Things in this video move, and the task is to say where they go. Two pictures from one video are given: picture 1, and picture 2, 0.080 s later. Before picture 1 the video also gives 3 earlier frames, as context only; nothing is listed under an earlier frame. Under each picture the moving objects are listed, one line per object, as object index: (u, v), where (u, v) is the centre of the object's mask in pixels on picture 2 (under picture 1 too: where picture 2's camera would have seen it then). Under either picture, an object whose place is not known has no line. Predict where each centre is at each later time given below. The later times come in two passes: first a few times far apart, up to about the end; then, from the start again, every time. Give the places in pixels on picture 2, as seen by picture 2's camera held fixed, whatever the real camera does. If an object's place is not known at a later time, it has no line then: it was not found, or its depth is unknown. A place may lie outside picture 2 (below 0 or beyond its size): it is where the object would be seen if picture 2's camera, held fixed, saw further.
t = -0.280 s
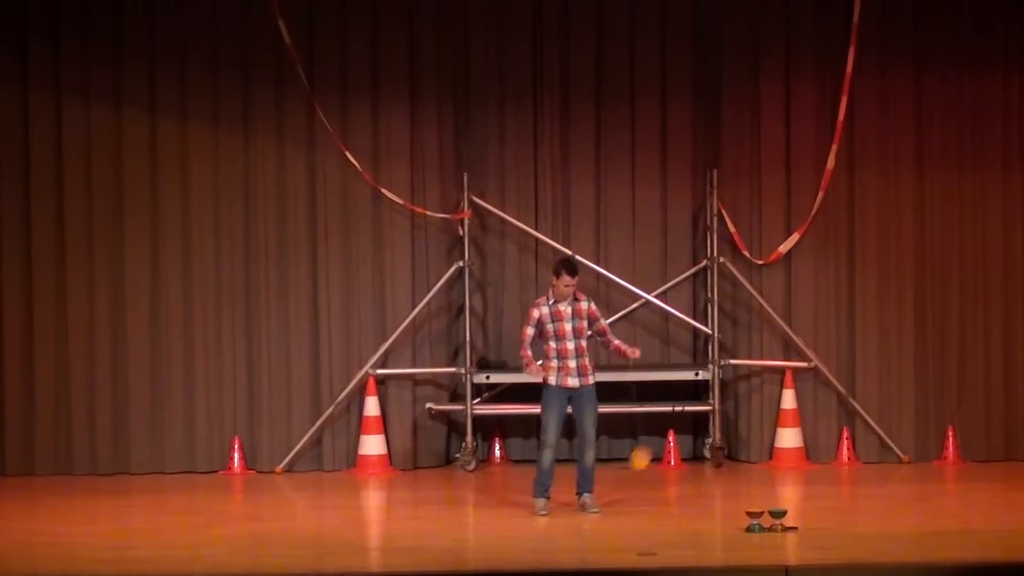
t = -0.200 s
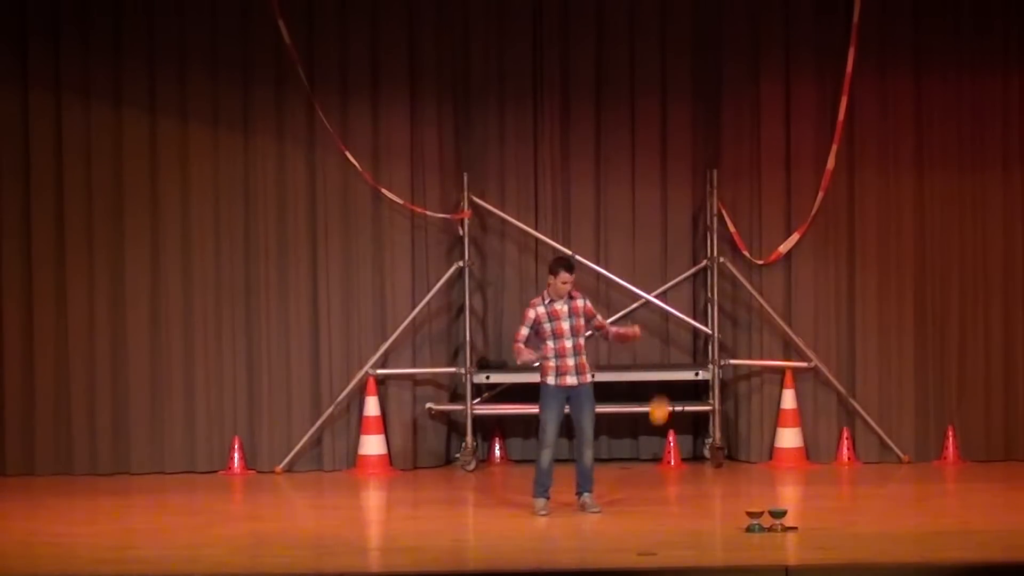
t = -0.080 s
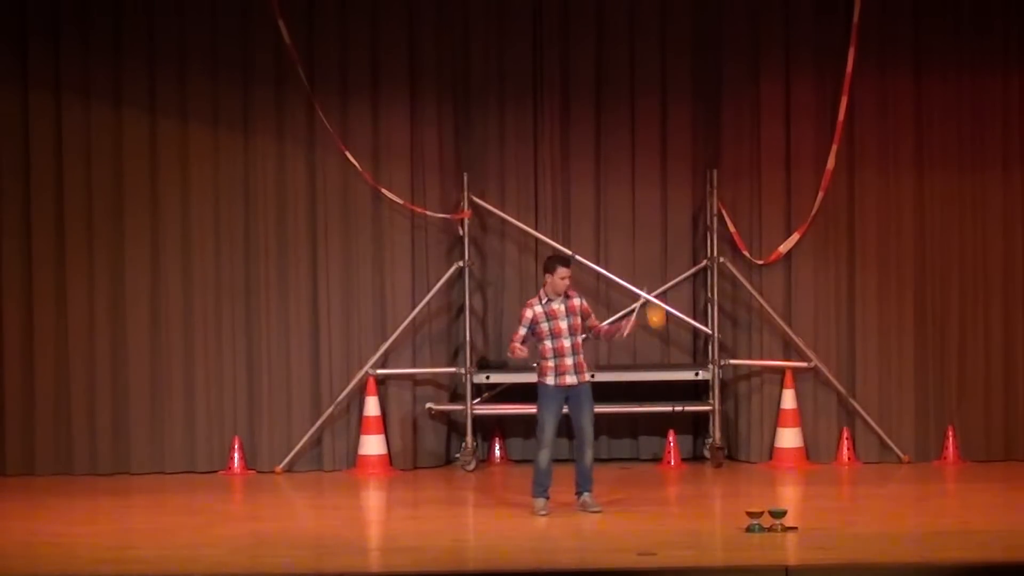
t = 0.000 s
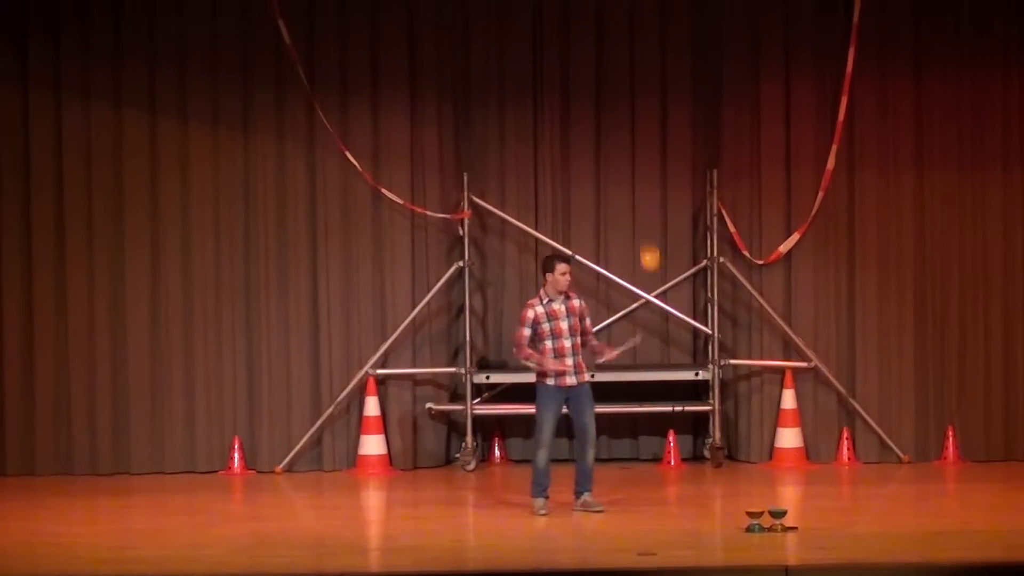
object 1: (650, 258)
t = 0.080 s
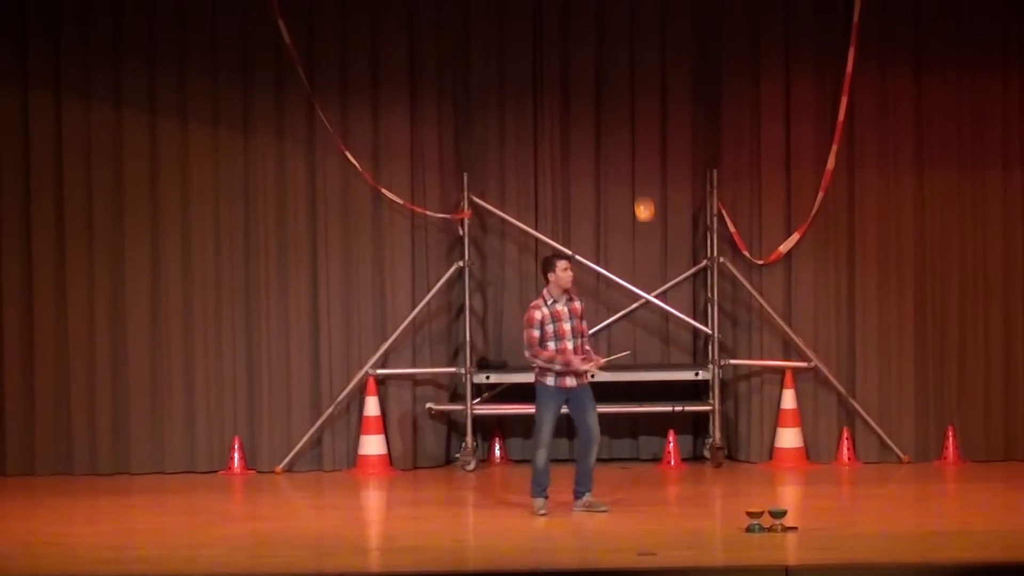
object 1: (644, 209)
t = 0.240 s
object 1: (633, 142)
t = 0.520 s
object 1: (615, 114)
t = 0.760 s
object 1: (601, 180)
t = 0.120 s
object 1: (641, 189)
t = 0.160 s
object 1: (638, 171)
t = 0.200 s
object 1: (636, 156)
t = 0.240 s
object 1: (633, 142)
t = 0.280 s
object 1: (630, 131)
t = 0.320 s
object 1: (628, 122)
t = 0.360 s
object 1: (625, 116)
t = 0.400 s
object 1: (622, 112)
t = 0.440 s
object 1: (620, 110)
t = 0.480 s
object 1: (617, 111)
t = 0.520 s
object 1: (615, 114)
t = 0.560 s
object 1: (613, 119)
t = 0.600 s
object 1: (610, 126)
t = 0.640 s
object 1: (608, 136)
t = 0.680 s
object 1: (605, 148)
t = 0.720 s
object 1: (603, 163)
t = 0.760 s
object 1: (601, 180)
